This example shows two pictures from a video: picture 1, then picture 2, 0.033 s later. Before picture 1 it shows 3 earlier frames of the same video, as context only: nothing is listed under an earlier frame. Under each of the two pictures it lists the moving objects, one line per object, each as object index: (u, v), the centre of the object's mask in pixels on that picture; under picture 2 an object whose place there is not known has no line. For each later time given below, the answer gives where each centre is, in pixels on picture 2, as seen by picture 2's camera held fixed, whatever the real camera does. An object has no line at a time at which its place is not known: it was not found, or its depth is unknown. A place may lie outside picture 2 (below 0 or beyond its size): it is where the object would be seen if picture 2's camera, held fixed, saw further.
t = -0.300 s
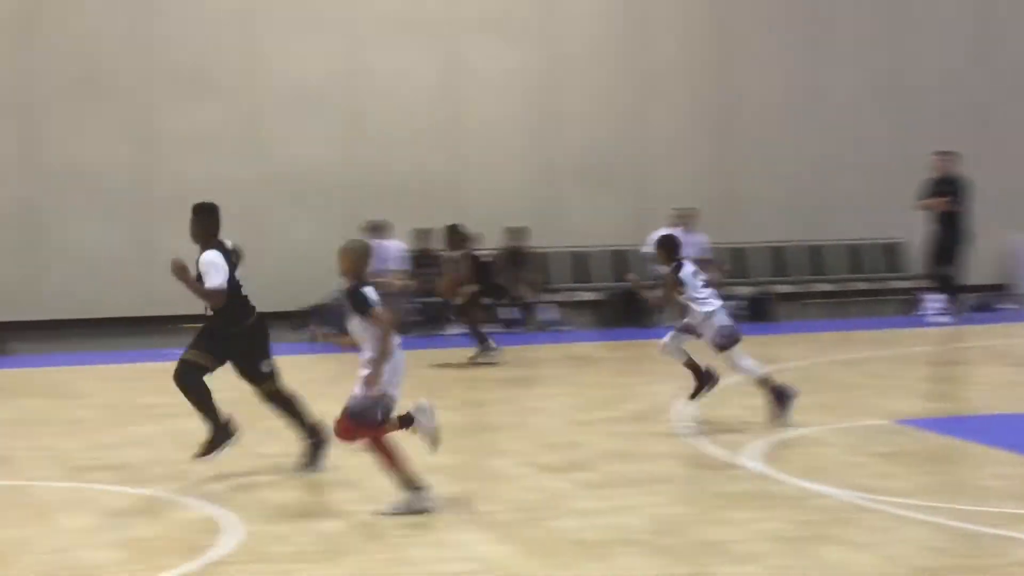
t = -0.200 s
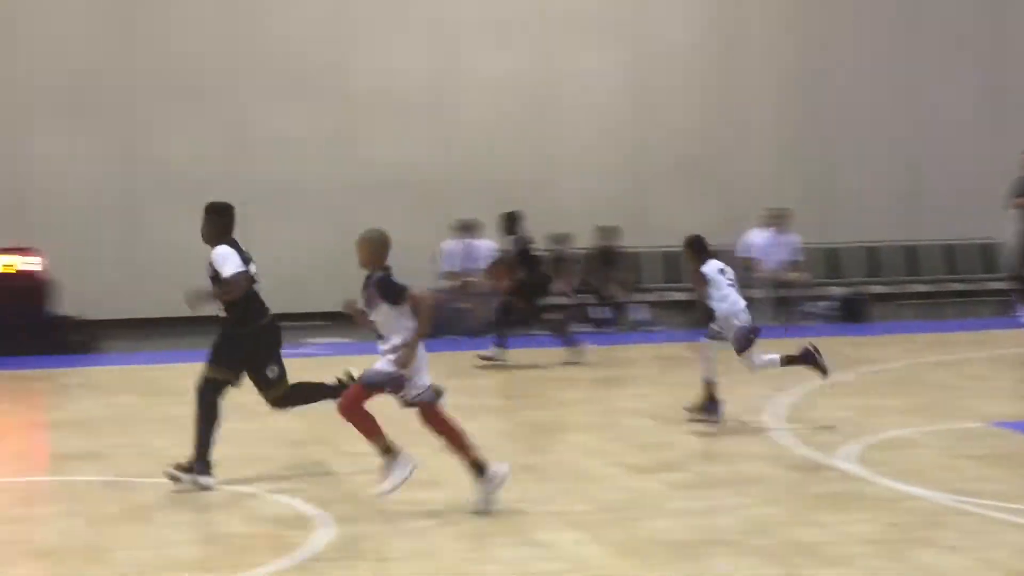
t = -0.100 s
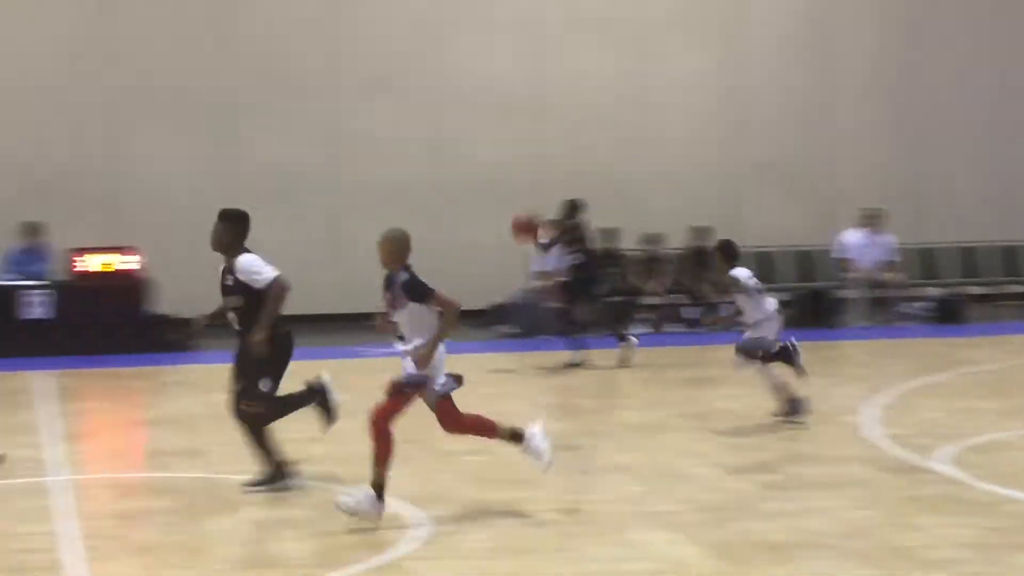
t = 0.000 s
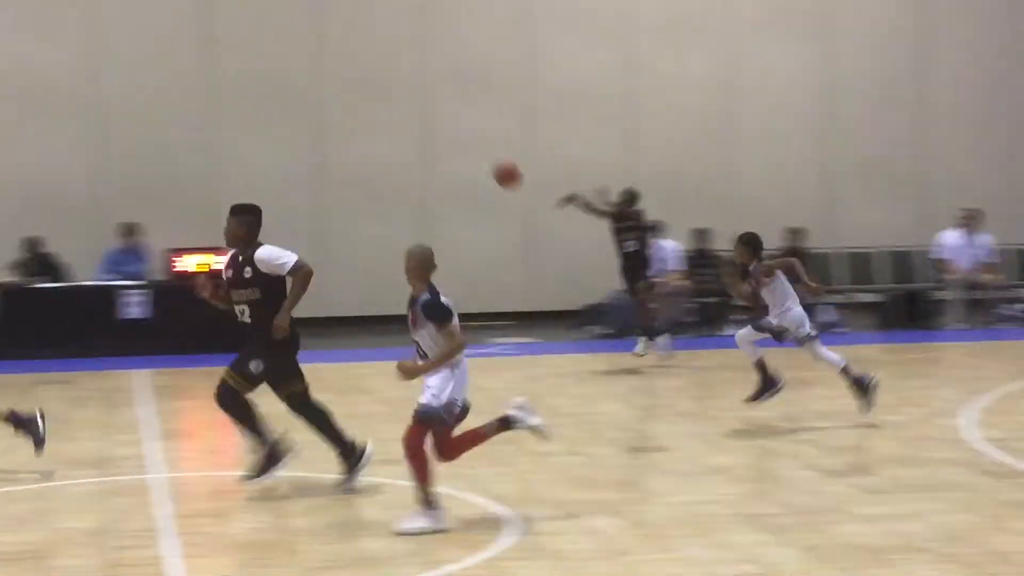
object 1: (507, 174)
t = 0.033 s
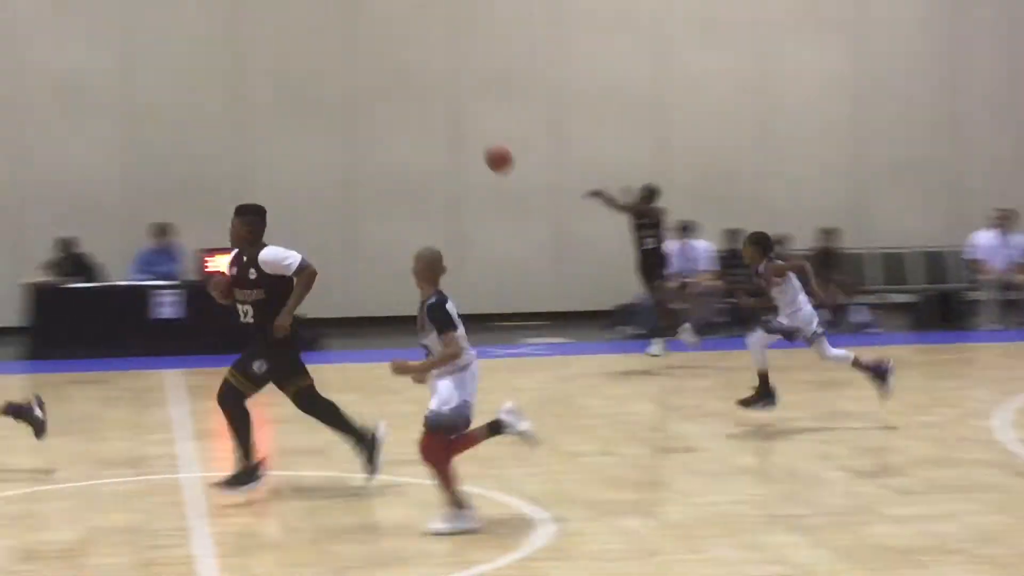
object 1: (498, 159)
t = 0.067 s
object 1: (462, 143)
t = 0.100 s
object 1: (423, 129)
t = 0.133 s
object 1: (385, 116)
